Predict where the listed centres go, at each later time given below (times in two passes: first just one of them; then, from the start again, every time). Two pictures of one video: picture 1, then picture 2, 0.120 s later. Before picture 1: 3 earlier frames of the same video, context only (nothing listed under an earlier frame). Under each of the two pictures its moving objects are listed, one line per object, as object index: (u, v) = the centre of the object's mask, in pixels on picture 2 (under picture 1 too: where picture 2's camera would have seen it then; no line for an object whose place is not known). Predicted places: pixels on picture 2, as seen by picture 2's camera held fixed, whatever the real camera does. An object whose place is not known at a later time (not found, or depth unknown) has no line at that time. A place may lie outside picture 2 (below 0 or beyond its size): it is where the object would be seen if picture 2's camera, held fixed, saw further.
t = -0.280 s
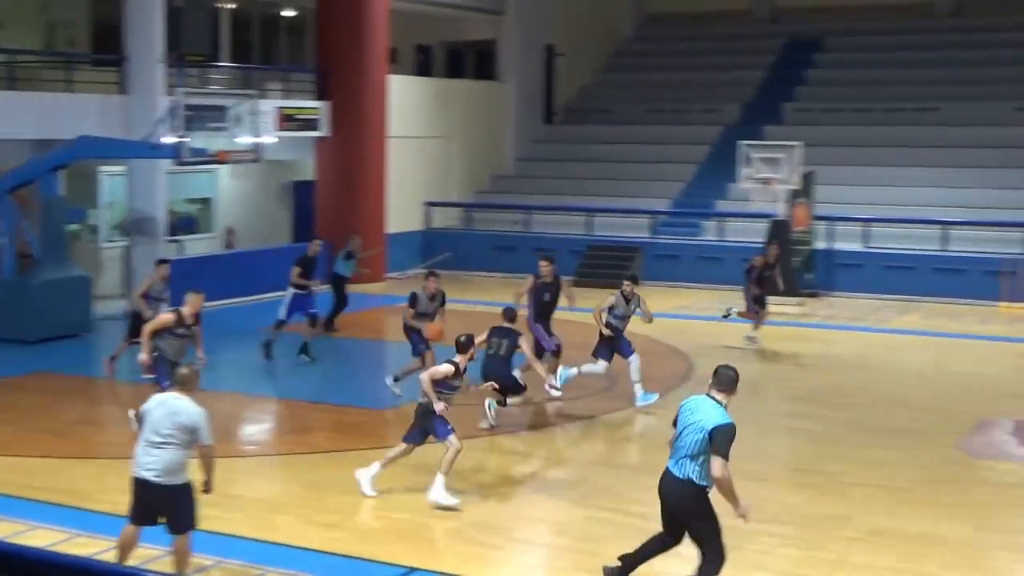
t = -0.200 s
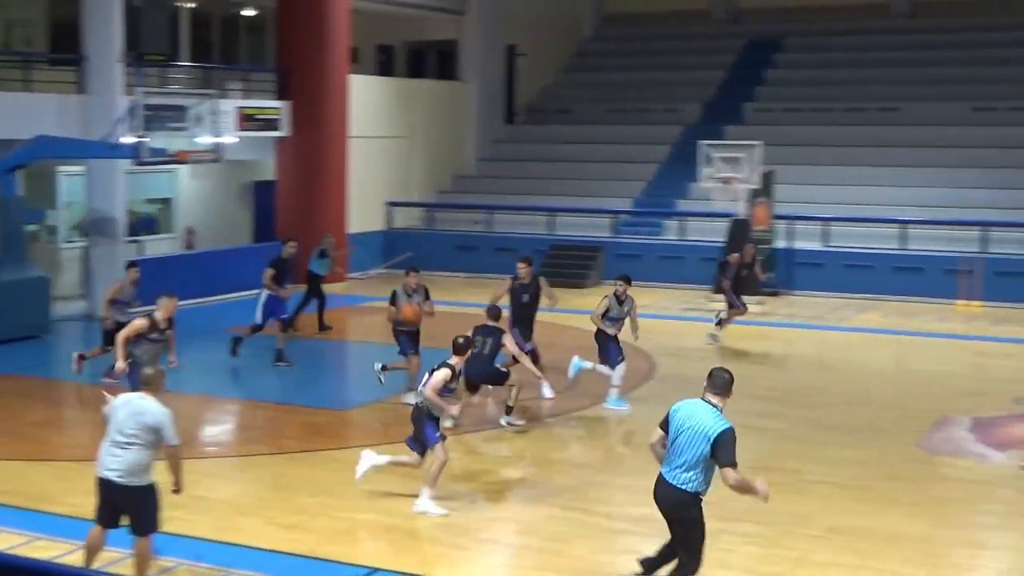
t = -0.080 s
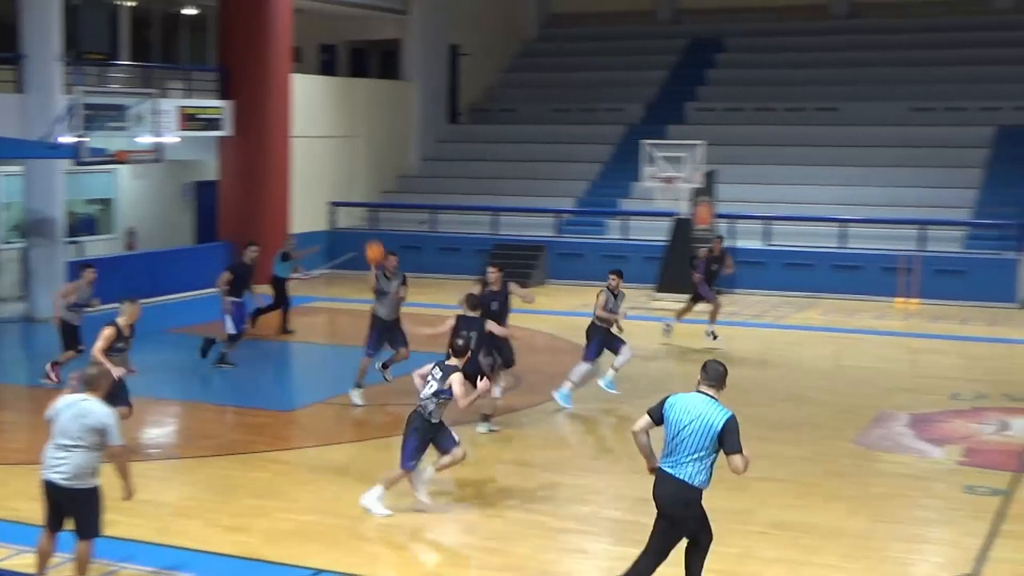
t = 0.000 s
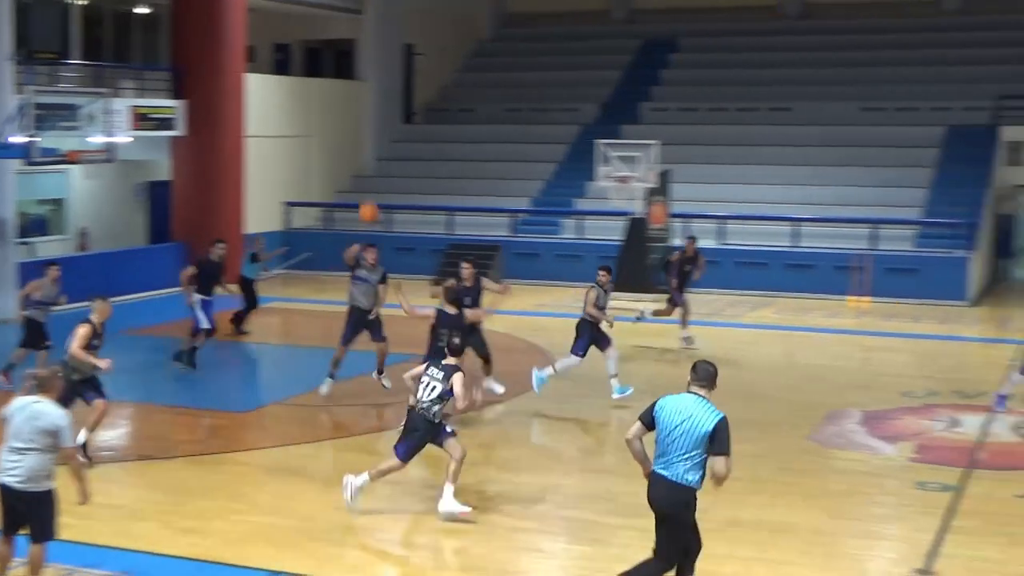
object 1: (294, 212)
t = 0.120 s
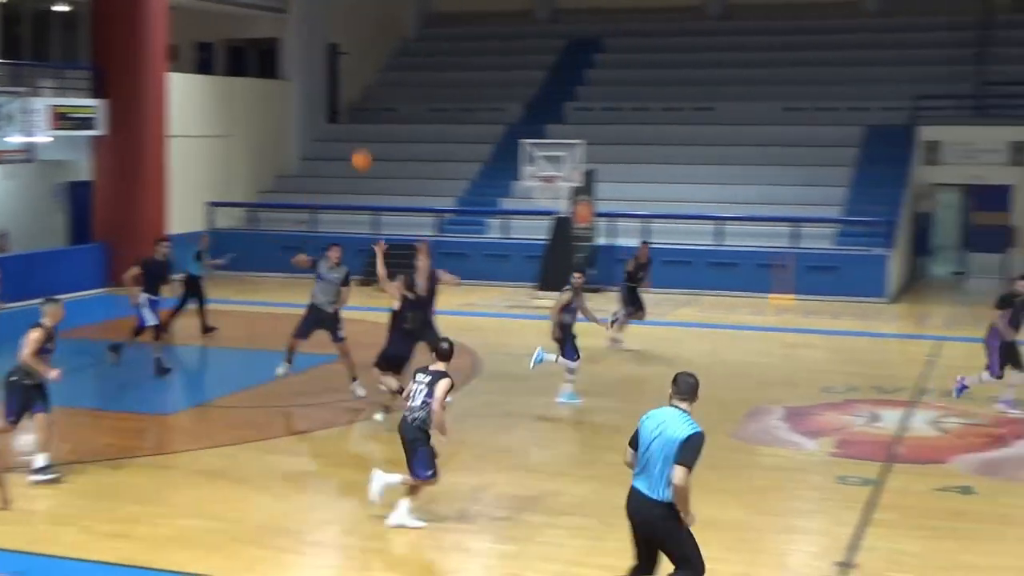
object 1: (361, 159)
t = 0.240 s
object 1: (432, 116)
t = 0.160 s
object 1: (384, 144)
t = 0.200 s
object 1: (407, 130)
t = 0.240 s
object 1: (432, 116)
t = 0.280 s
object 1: (456, 104)
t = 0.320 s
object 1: (480, 93)
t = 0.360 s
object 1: (504, 83)
